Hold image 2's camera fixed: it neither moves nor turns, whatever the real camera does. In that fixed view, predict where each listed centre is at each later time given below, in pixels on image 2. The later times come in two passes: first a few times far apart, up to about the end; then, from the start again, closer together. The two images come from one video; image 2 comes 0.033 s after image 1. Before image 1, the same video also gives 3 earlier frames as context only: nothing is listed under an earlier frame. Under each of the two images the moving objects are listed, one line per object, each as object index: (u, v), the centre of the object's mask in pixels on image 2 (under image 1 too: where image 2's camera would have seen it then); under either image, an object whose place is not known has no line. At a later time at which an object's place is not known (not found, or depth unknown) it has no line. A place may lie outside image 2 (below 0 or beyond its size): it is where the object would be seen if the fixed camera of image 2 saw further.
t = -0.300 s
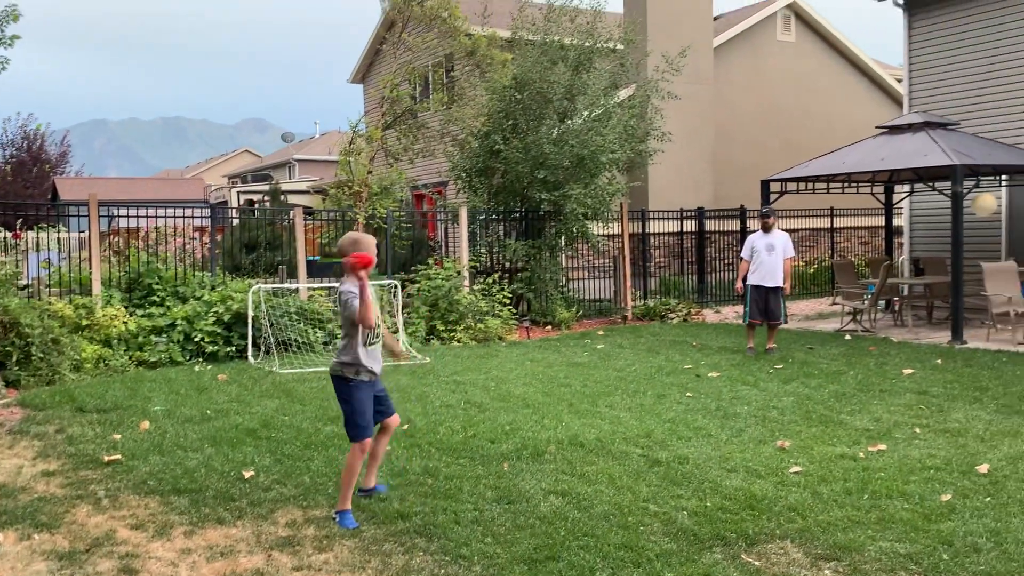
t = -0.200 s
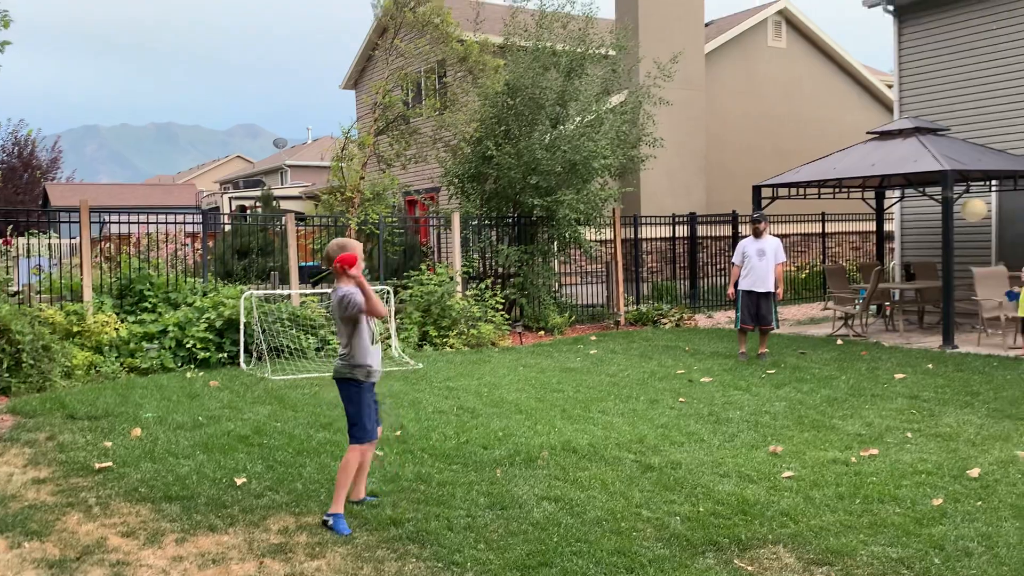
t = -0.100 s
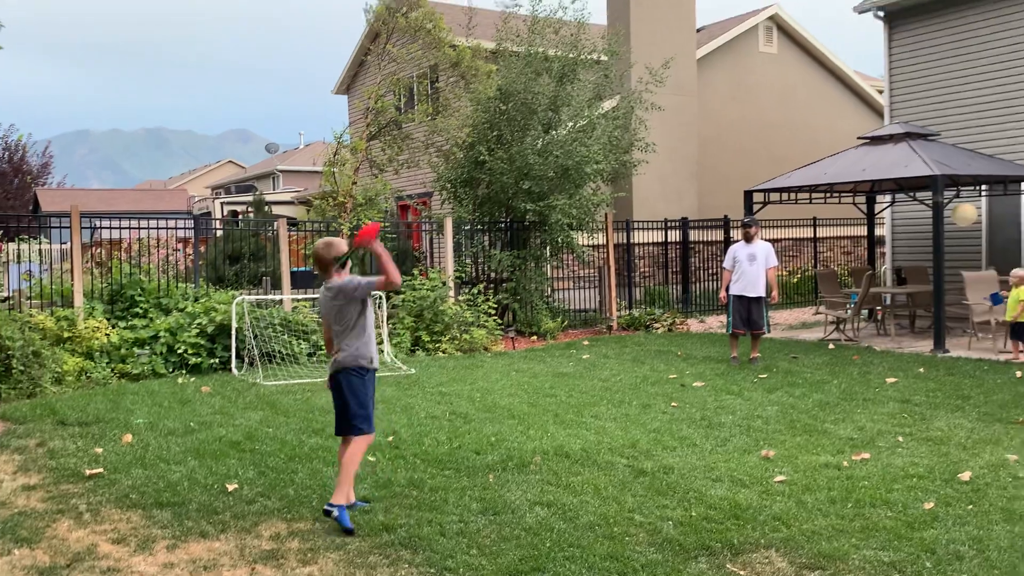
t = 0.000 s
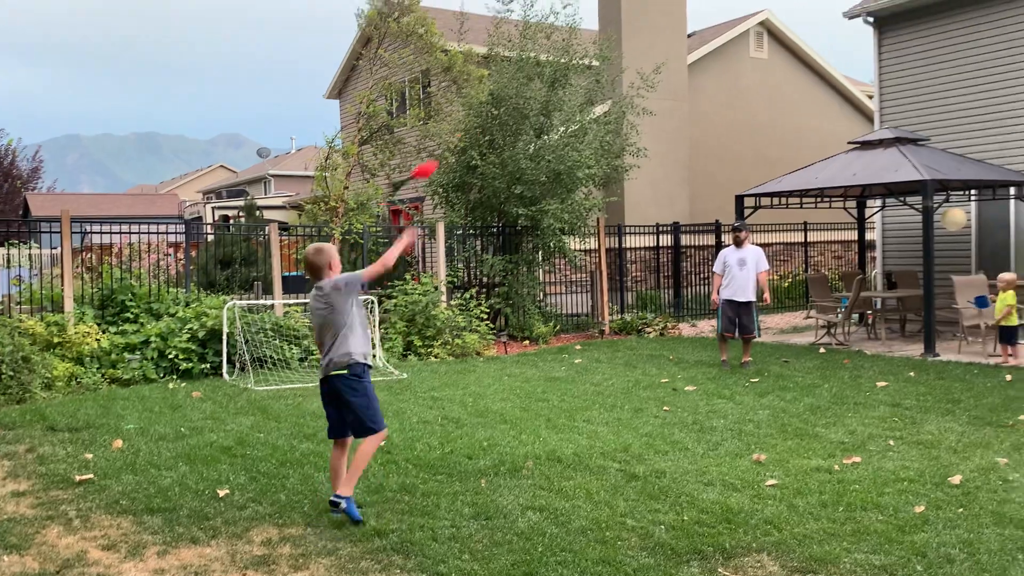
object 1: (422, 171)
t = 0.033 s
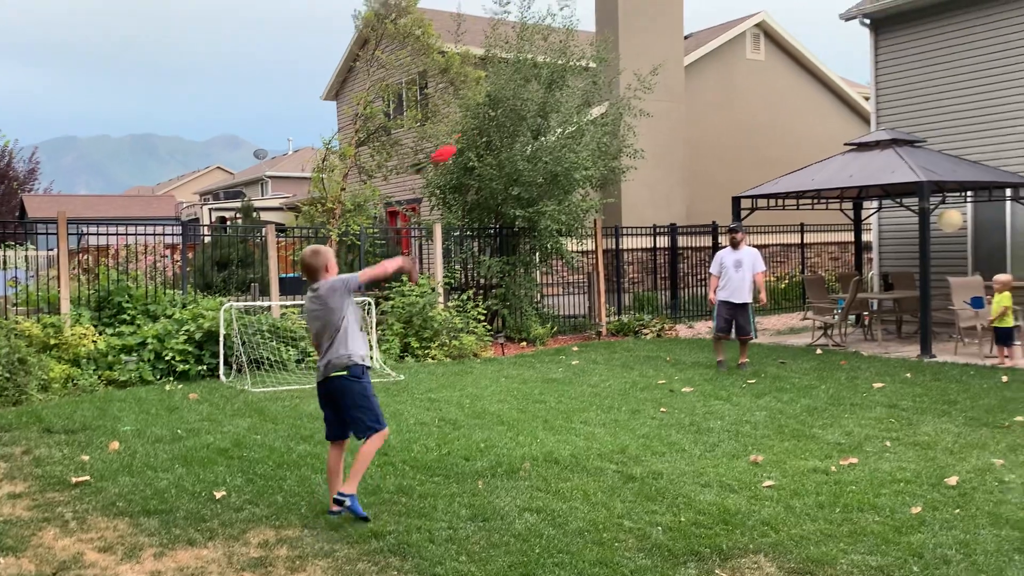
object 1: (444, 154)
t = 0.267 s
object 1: (556, 97)
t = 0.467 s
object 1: (617, 107)
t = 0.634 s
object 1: (651, 142)
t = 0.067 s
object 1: (463, 139)
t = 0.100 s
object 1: (482, 127)
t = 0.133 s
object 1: (498, 118)
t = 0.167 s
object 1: (515, 109)
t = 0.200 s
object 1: (529, 104)
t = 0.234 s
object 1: (542, 100)
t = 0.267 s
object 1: (556, 97)
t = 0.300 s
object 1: (568, 96)
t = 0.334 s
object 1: (579, 96)
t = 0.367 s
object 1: (590, 97)
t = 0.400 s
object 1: (599, 99)
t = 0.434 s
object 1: (609, 103)
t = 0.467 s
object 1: (617, 107)
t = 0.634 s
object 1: (651, 142)
